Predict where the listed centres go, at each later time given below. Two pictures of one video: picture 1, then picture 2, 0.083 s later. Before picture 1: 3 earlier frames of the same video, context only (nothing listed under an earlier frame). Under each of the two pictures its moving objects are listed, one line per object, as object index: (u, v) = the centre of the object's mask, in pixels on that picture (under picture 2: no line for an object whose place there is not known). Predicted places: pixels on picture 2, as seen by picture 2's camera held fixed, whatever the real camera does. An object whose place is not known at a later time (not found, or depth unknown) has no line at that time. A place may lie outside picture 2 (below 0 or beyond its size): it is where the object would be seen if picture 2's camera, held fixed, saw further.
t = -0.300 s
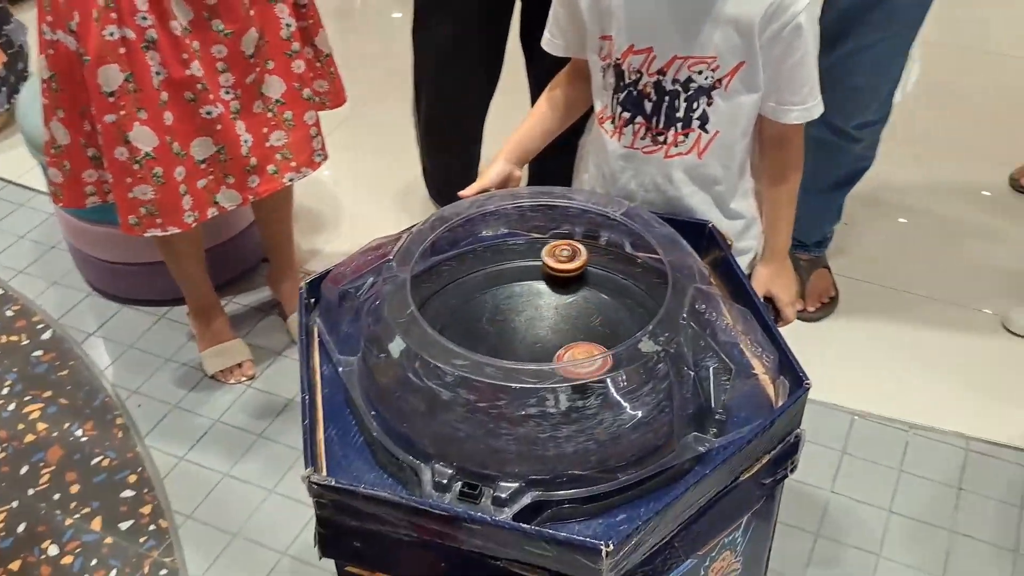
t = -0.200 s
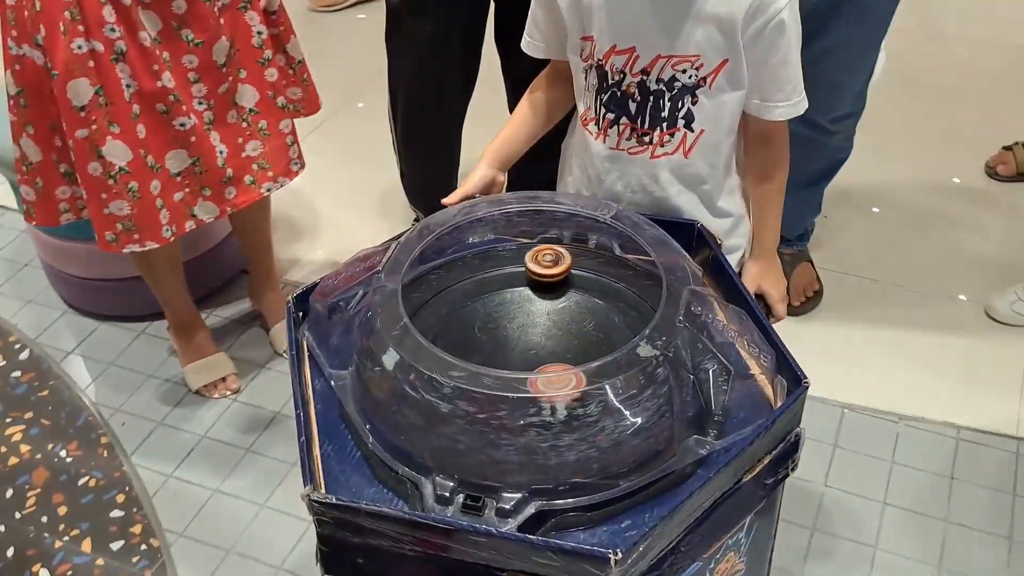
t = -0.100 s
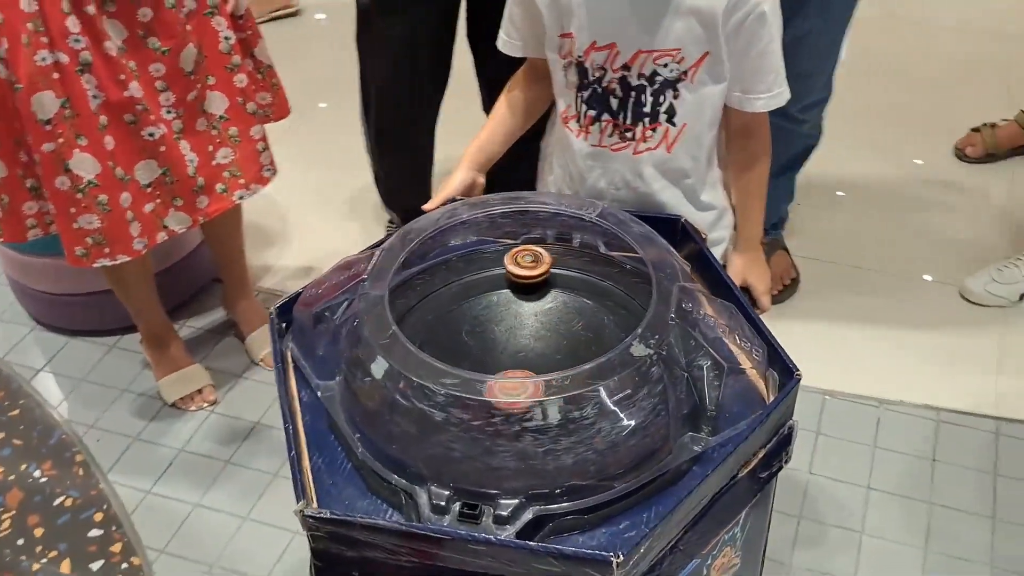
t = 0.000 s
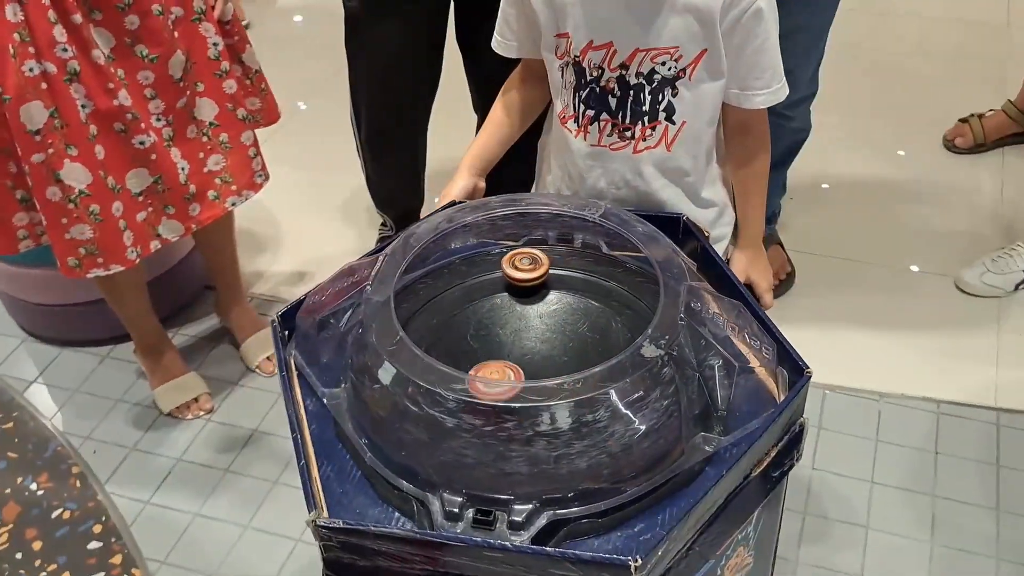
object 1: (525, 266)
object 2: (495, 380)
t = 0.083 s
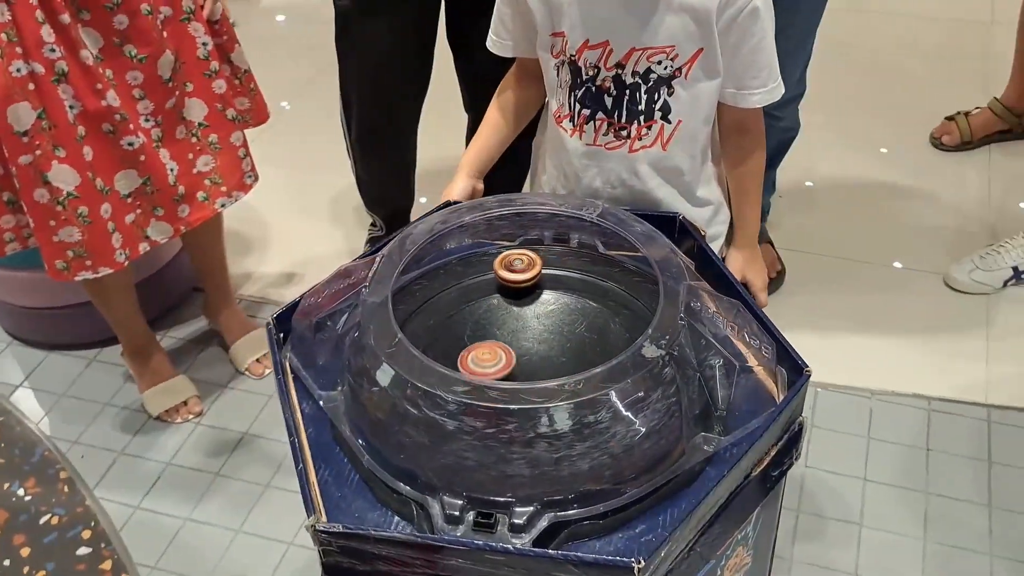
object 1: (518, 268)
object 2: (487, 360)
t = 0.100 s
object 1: (517, 268)
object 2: (487, 357)
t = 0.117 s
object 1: (515, 268)
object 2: (489, 352)
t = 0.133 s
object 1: (514, 268)
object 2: (490, 347)
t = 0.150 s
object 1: (513, 269)
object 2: (493, 342)
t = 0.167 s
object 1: (512, 269)
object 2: (497, 338)
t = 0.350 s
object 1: (503, 273)
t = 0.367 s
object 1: (502, 273)
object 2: (558, 318)
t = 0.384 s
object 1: (502, 274)
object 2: (563, 320)
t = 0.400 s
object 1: (501, 274)
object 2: (567, 322)
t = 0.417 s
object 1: (501, 274)
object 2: (570, 324)
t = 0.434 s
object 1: (501, 275)
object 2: (574, 326)
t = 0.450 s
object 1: (500, 275)
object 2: (577, 329)
